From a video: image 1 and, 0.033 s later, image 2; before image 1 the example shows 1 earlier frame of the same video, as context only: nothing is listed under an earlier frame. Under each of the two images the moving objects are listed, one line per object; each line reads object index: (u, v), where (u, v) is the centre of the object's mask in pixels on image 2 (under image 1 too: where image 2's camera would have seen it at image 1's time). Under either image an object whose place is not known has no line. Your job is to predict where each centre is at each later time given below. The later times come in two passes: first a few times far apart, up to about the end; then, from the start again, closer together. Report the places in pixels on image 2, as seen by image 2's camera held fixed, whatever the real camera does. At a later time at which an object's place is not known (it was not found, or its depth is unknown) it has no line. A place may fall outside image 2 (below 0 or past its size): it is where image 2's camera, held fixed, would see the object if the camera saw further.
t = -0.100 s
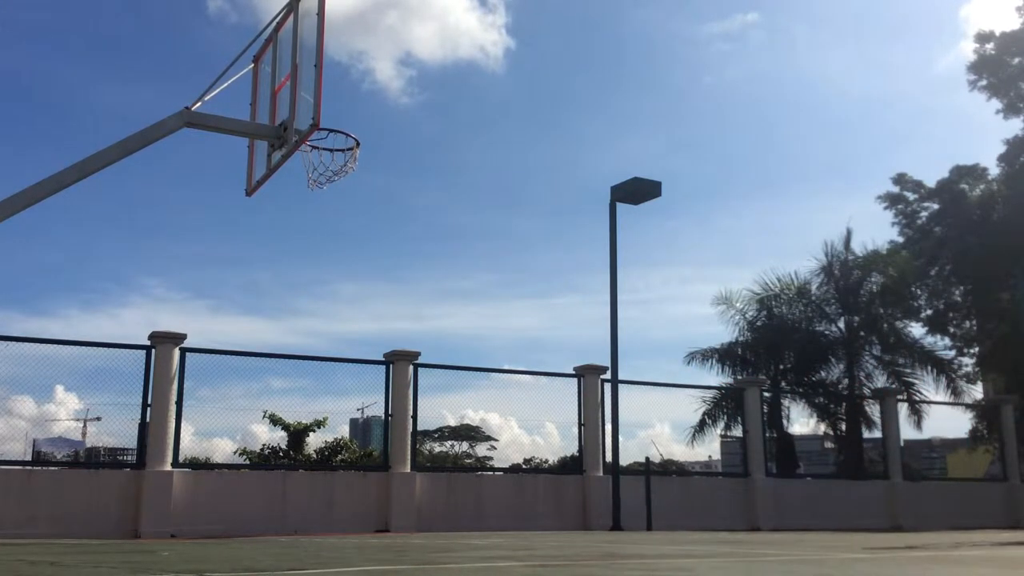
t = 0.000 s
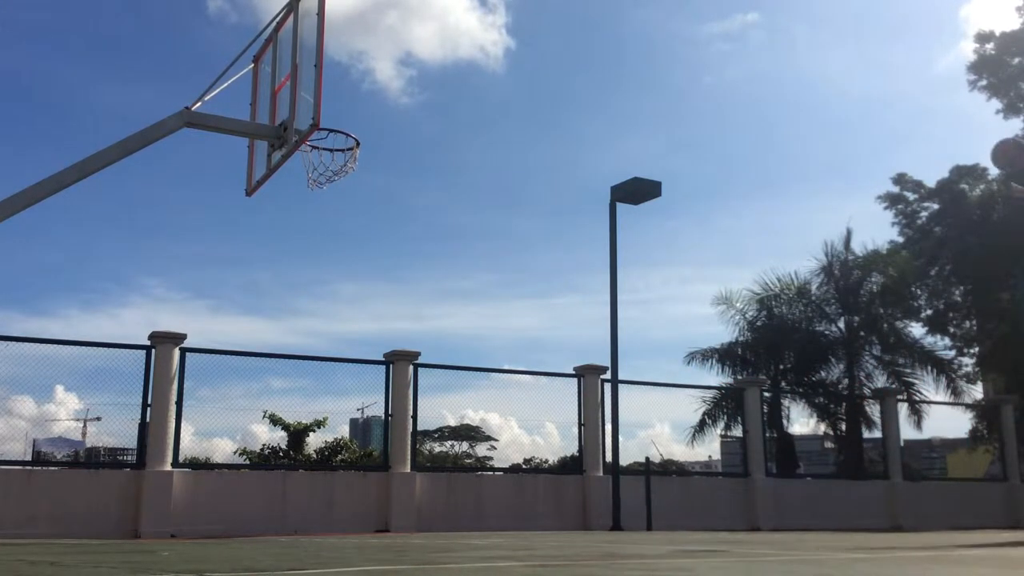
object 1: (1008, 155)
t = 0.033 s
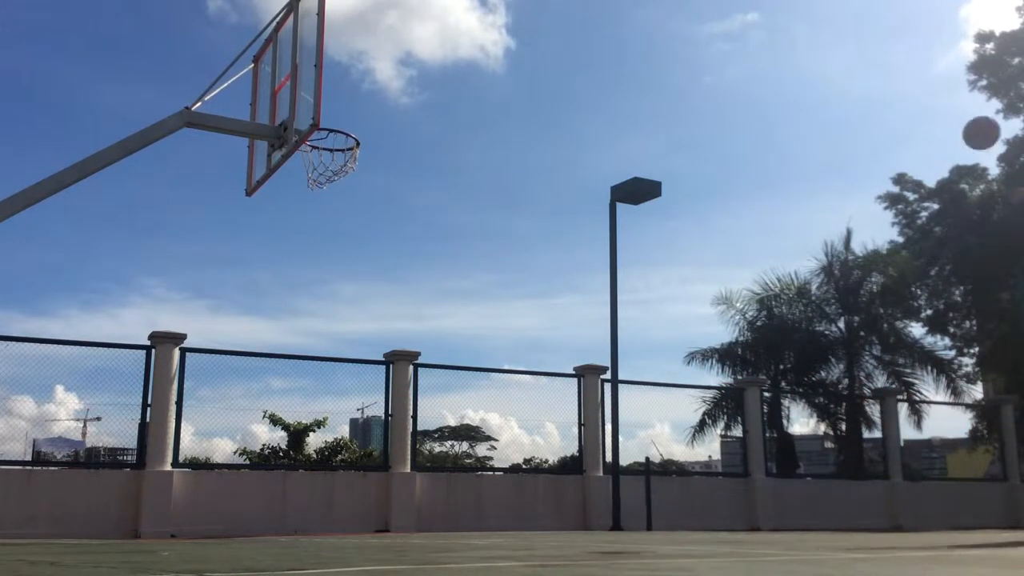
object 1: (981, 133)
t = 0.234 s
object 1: (823, 39)
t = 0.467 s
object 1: (659, 7)
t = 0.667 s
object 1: (531, 17)
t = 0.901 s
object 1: (390, 97)
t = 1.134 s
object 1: (322, 138)
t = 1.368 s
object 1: (334, 153)
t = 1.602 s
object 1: (339, 186)
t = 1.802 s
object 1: (339, 252)
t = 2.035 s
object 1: (337, 394)
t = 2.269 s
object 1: (331, 477)
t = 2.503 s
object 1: (322, 360)
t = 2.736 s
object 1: (311, 311)
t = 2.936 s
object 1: (300, 322)
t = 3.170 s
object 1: (283, 399)
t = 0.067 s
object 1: (954, 113)
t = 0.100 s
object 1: (926, 95)
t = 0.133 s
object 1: (900, 79)
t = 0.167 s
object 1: (874, 64)
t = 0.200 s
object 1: (848, 51)
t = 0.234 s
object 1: (823, 39)
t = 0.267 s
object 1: (799, 29)
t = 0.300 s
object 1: (774, 21)
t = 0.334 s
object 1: (751, 15)
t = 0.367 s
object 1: (727, 12)
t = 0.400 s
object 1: (704, 9)
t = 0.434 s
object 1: (681, 8)
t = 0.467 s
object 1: (659, 7)
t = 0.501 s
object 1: (637, 7)
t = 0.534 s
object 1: (615, 7)
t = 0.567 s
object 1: (594, 8)
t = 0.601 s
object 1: (573, 10)
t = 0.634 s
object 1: (552, 13)
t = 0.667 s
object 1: (531, 17)
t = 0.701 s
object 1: (511, 25)
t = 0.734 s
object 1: (491, 34)
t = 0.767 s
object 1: (471, 44)
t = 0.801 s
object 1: (450, 55)
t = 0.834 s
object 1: (430, 68)
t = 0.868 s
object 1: (410, 82)
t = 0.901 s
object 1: (390, 97)
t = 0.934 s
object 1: (370, 114)
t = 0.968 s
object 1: (353, 128)
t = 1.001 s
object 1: (343, 131)
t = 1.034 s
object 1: (333, 135)
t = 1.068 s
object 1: (323, 140)
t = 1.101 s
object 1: (321, 141)
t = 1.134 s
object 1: (322, 138)
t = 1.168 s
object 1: (322, 138)
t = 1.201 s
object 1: (324, 138)
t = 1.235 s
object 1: (323, 140)
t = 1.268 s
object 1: (325, 142)
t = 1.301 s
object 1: (329, 144)
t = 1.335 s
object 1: (332, 148)
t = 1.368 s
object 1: (334, 153)
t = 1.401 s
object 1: (335, 159)
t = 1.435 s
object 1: (336, 163)
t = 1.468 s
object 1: (338, 166)
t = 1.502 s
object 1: (339, 169)
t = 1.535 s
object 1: (339, 173)
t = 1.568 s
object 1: (339, 178)
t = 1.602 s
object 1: (339, 186)
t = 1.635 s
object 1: (340, 193)
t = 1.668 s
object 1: (339, 202)
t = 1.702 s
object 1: (339, 212)
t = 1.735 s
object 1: (339, 224)
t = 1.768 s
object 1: (339, 237)
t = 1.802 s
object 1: (339, 252)
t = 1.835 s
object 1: (339, 268)
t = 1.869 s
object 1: (339, 285)
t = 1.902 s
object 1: (338, 304)
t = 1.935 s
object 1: (338, 324)
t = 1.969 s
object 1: (338, 345)
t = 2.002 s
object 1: (338, 369)
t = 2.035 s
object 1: (337, 394)
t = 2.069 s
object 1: (336, 420)
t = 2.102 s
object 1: (335, 447)
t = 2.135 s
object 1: (335, 477)
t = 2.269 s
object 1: (331, 477)
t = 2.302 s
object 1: (330, 455)
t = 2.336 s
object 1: (328, 437)
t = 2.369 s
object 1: (327, 418)
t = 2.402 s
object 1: (326, 402)
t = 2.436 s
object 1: (324, 386)
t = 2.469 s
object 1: (323, 373)
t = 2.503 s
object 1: (322, 360)
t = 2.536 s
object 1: (320, 349)
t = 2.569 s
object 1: (319, 340)
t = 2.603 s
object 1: (318, 331)
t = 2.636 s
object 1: (316, 324)
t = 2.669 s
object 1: (314, 318)
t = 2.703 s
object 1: (313, 314)
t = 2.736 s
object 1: (311, 311)
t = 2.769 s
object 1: (310, 309)
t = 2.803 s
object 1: (308, 309)
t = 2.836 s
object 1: (306, 310)
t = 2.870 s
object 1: (304, 313)
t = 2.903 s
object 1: (302, 316)
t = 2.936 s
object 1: (300, 322)
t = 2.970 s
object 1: (298, 328)
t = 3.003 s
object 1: (296, 336)
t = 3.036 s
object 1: (293, 345)
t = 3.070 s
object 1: (291, 356)
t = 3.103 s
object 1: (289, 369)
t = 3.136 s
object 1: (286, 383)
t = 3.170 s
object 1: (283, 399)
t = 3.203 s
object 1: (280, 416)
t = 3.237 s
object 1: (277, 435)
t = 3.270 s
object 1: (274, 456)
